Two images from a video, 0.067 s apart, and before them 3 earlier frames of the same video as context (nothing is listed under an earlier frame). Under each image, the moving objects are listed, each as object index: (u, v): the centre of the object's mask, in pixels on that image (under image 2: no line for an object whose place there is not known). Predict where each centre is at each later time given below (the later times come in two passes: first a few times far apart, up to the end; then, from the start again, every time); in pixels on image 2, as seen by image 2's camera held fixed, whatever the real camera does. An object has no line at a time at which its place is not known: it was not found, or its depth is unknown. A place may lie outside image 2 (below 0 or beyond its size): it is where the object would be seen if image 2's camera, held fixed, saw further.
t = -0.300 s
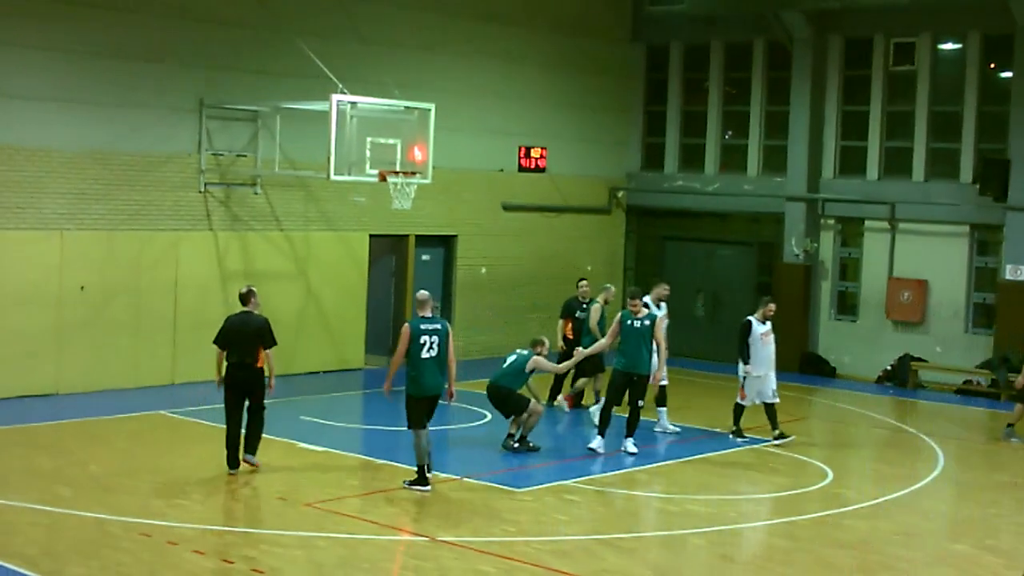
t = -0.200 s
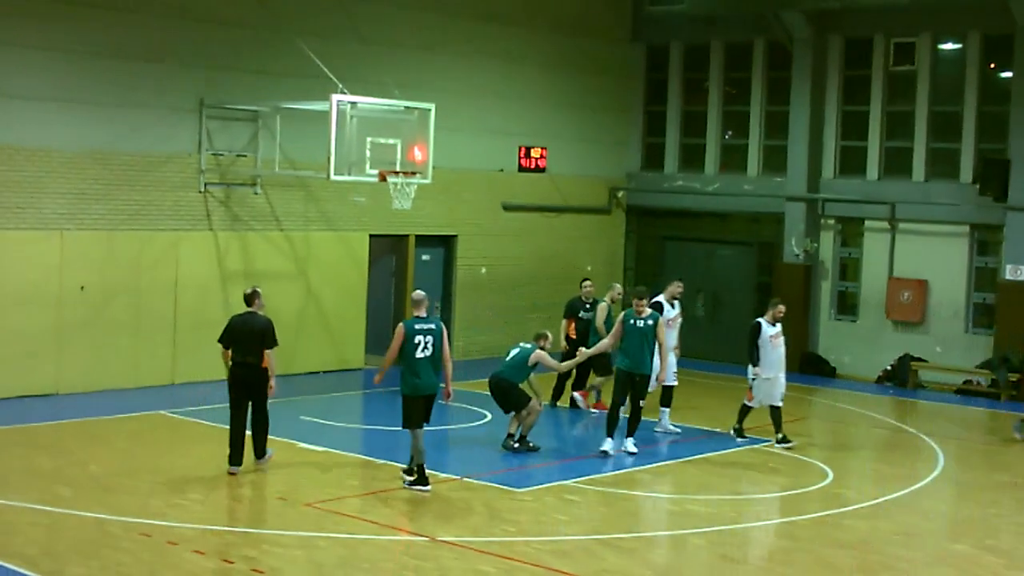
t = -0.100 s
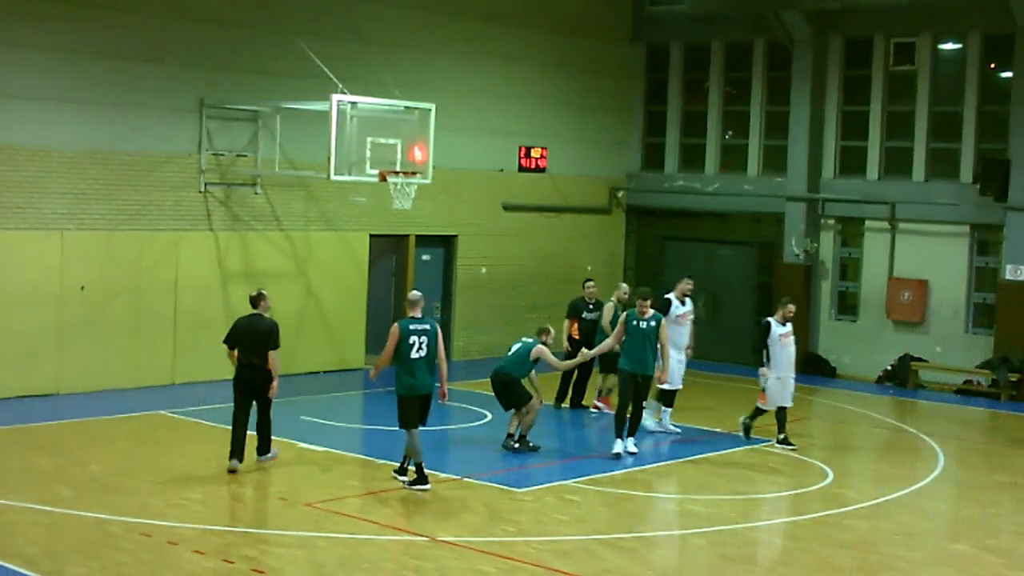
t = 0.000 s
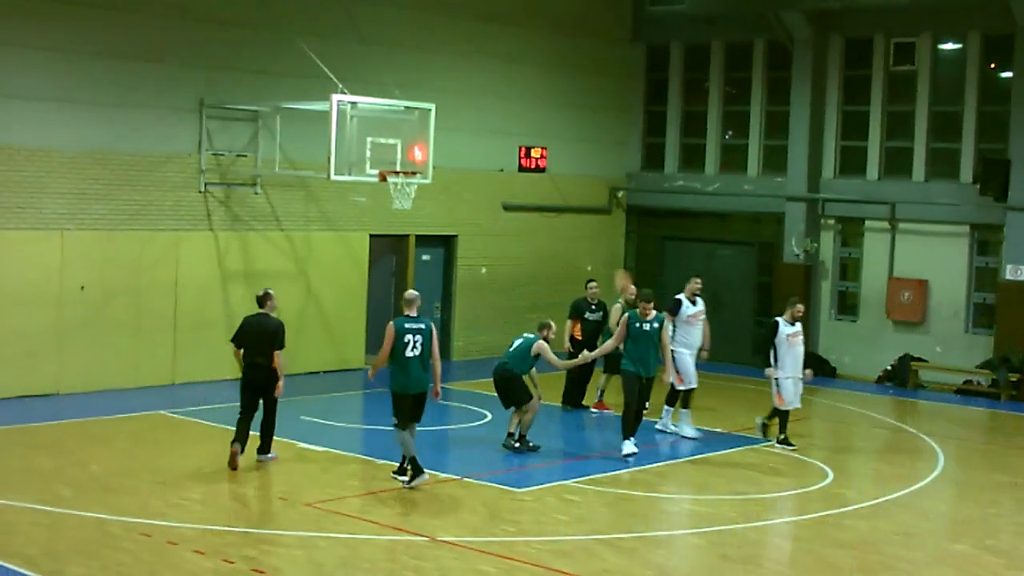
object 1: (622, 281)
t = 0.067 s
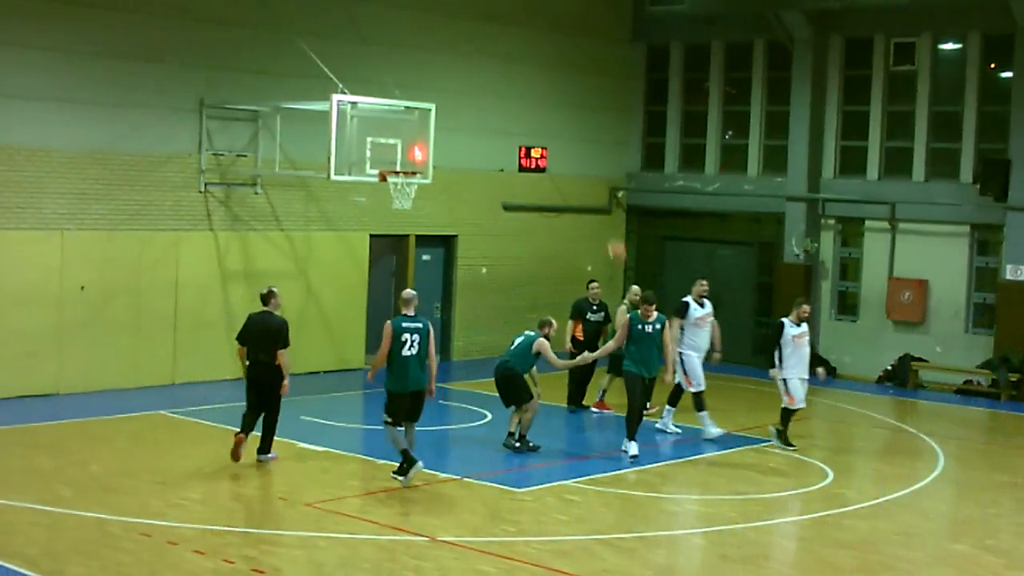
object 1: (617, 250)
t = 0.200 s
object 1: (605, 198)
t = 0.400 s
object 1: (584, 148)
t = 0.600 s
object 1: (564, 130)
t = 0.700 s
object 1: (554, 132)
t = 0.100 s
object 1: (613, 234)
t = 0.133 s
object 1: (609, 221)
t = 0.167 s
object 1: (606, 209)
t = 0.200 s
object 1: (605, 198)
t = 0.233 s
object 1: (601, 188)
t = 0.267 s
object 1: (596, 177)
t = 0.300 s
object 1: (593, 169)
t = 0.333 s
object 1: (591, 162)
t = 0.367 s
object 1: (587, 155)
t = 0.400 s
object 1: (584, 148)
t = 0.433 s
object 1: (581, 143)
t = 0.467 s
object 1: (577, 138)
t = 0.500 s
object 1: (574, 135)
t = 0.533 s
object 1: (570, 132)
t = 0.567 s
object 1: (566, 131)
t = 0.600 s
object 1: (564, 130)
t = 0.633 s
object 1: (560, 130)
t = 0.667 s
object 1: (556, 131)
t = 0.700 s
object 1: (554, 132)
